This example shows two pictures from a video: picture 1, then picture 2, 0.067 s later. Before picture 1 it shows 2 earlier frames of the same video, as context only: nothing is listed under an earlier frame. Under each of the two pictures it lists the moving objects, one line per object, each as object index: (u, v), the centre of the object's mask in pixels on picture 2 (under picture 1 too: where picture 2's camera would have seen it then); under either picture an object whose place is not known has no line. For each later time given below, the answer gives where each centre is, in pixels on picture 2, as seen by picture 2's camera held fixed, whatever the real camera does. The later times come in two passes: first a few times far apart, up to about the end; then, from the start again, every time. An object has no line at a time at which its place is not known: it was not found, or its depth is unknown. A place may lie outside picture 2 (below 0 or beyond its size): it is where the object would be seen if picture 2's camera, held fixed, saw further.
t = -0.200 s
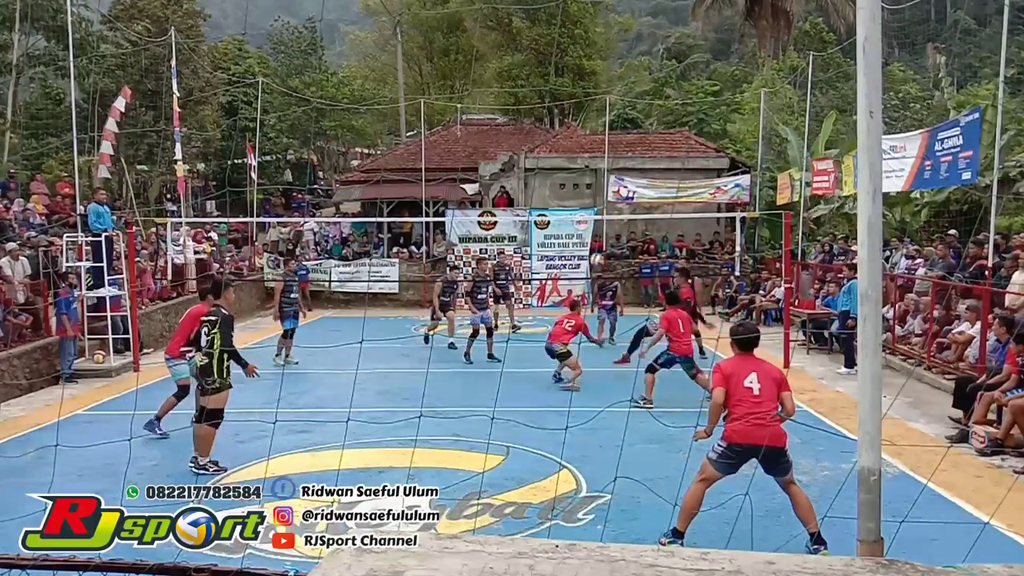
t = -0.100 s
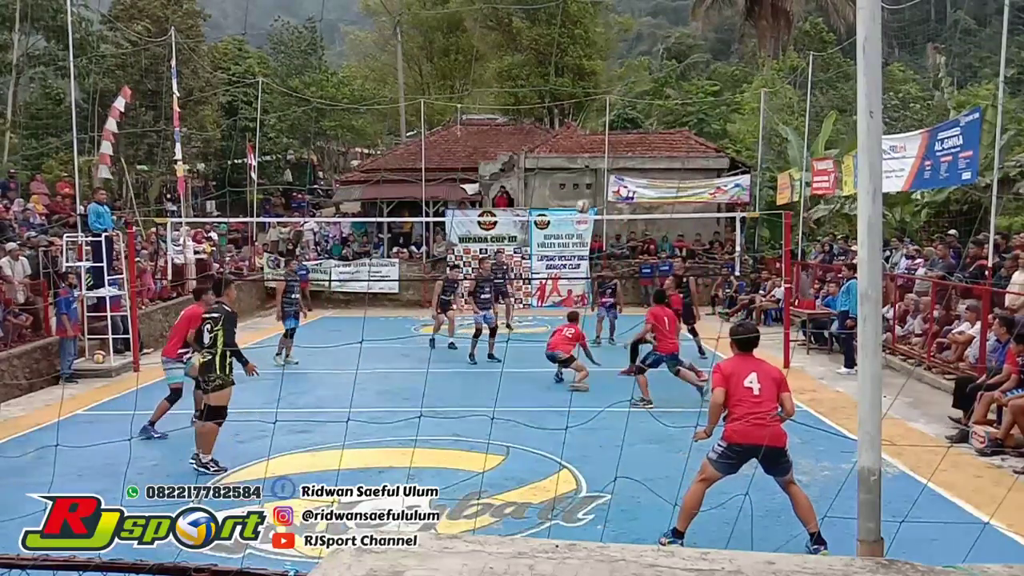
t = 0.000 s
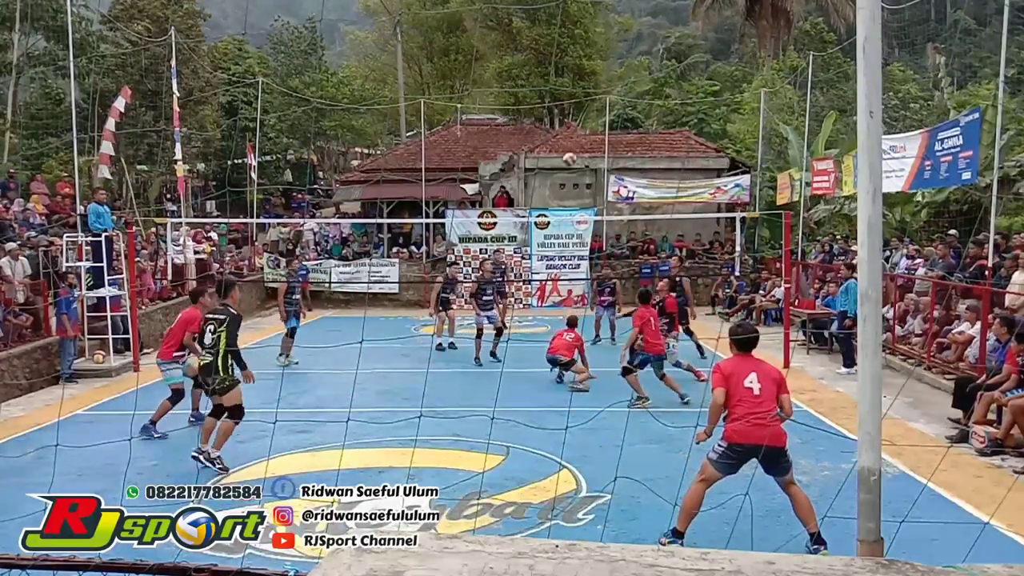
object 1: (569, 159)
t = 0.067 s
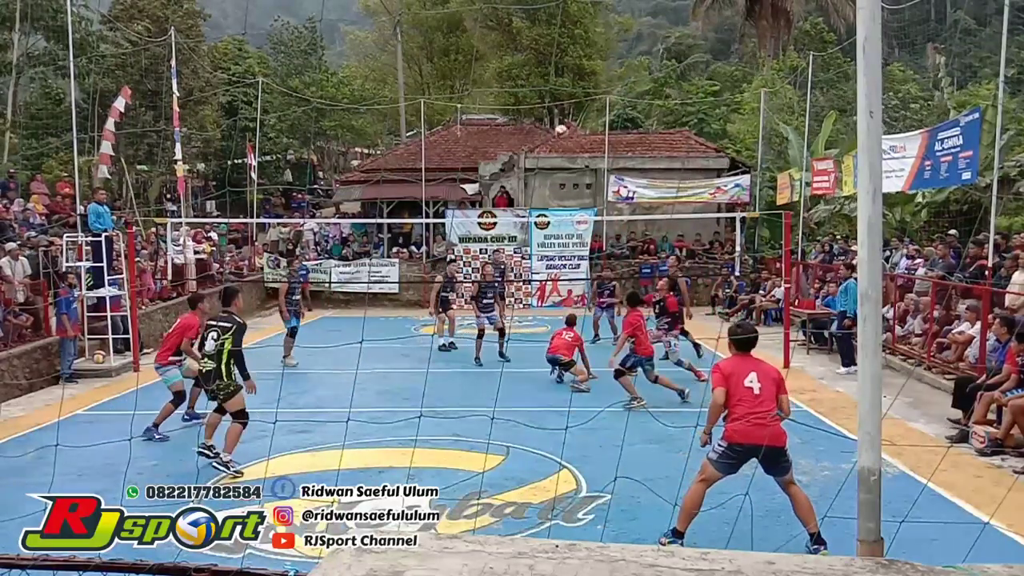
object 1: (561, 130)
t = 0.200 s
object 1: (545, 87)
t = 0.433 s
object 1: (518, 35)
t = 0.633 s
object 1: (498, 24)
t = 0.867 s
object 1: (476, 42)
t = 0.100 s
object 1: (557, 118)
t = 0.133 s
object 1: (553, 107)
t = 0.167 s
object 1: (549, 96)
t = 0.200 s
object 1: (545, 87)
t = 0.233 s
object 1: (541, 77)
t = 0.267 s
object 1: (538, 68)
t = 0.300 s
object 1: (534, 60)
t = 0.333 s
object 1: (530, 53)
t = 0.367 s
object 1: (526, 47)
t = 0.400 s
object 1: (522, 42)
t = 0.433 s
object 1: (518, 35)
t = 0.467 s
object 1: (516, 32)
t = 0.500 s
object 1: (512, 29)
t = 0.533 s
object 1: (508, 27)
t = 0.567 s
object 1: (505, 25)
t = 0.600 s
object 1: (502, 25)
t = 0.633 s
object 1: (498, 24)
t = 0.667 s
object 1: (495, 25)
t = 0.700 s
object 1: (492, 25)
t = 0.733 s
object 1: (488, 27)
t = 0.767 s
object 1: (485, 30)
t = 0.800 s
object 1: (482, 33)
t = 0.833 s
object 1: (478, 38)
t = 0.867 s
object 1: (476, 42)
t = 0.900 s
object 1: (473, 48)
